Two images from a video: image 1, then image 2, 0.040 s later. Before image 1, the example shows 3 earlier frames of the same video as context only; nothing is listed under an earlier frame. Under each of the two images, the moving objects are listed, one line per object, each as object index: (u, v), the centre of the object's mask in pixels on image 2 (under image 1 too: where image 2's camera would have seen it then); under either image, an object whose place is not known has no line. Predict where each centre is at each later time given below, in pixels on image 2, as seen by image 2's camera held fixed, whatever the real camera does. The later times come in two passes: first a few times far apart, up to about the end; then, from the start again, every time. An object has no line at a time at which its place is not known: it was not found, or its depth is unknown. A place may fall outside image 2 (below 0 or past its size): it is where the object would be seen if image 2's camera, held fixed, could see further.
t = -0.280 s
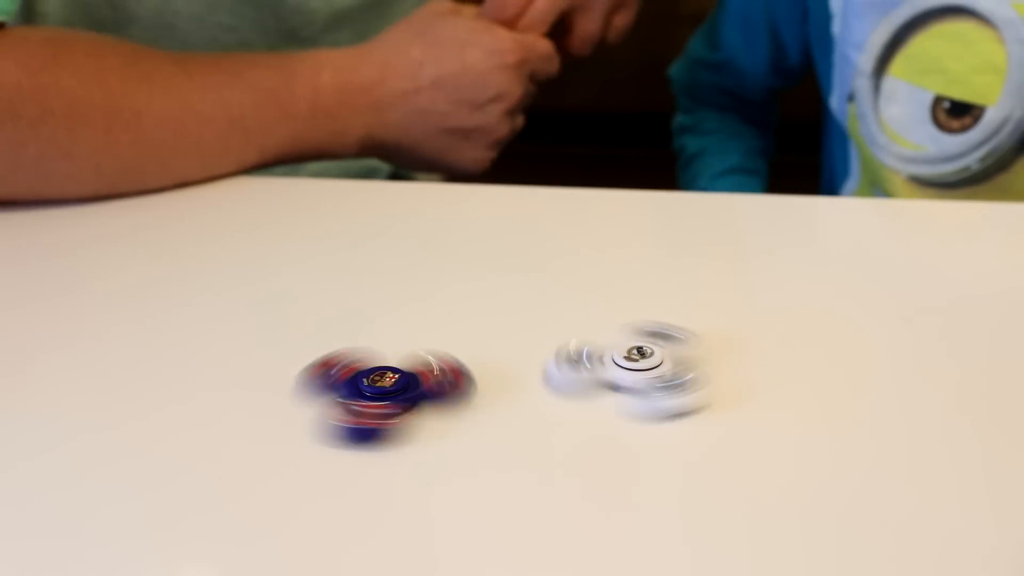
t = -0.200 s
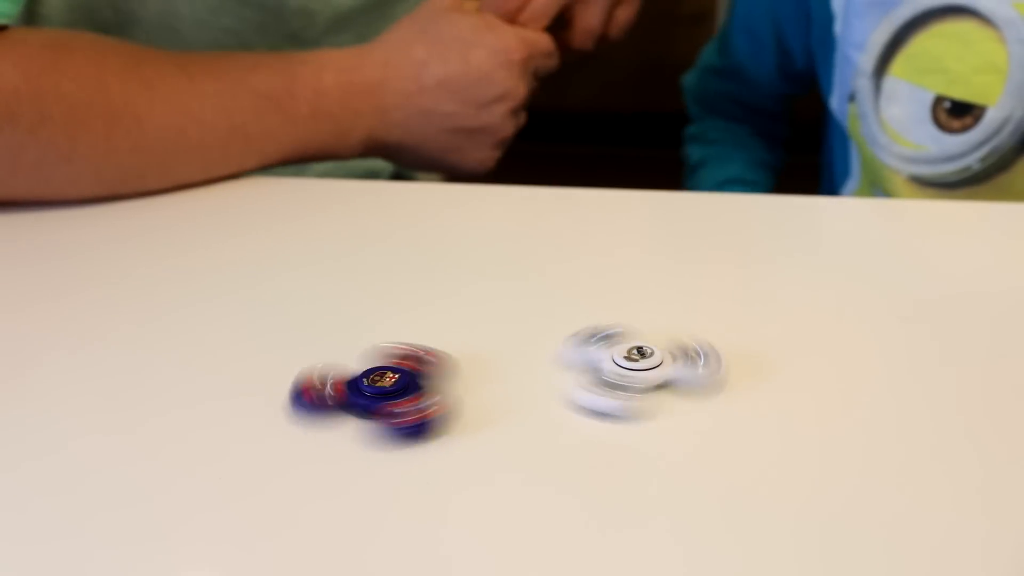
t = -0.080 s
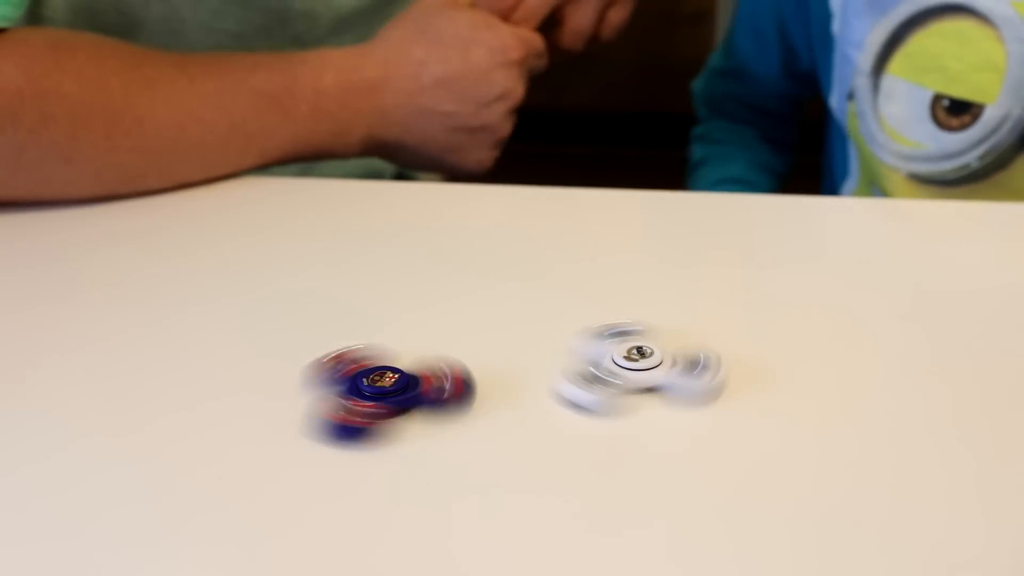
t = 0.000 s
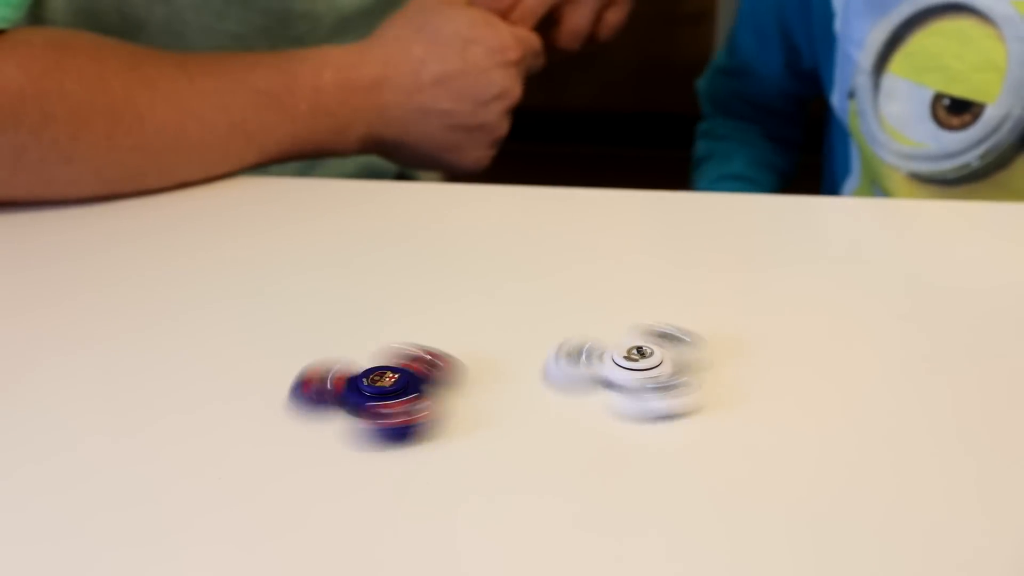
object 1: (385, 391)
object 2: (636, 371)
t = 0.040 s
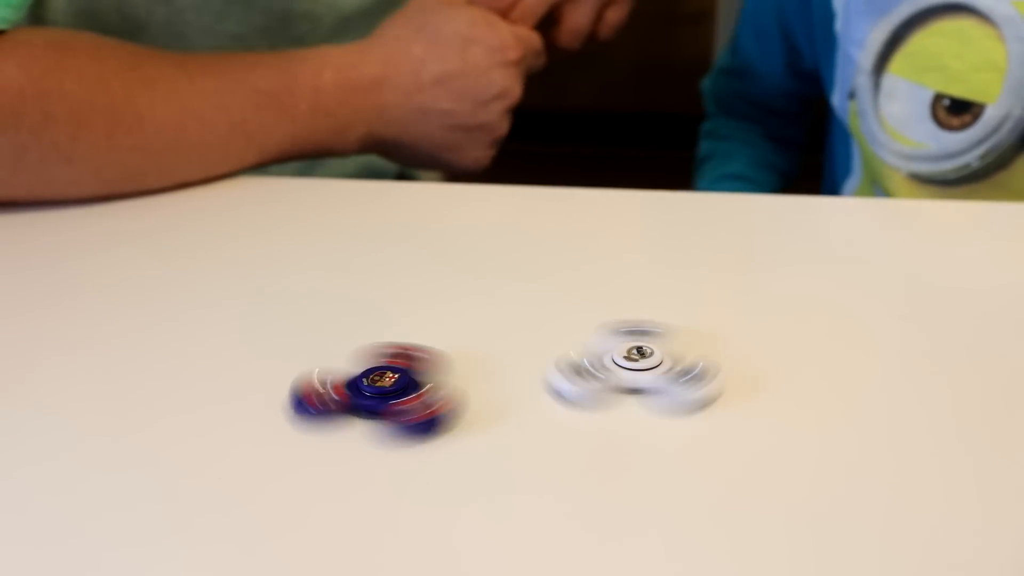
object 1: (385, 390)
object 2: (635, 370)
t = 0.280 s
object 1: (385, 389)
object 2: (636, 371)
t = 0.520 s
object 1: (383, 389)
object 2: (634, 369)
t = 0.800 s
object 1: (381, 390)
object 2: (633, 370)
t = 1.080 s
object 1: (384, 389)
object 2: (633, 370)
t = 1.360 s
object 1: (381, 389)
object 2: (636, 370)
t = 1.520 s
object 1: (384, 389)
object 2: (637, 370)
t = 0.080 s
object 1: (382, 389)
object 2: (632, 369)
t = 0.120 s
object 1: (379, 389)
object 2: (634, 370)
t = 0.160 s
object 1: (380, 390)
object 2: (635, 370)
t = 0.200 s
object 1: (383, 390)
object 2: (636, 370)
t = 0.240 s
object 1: (386, 390)
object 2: (633, 369)
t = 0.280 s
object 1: (385, 389)
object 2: (636, 371)
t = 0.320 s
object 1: (383, 389)
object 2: (638, 370)
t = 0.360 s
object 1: (380, 391)
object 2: (634, 369)
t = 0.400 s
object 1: (385, 390)
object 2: (635, 370)
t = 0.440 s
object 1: (386, 390)
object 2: (637, 370)
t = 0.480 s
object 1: (385, 389)
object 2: (636, 369)
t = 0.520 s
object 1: (383, 389)
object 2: (634, 369)
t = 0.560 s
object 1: (380, 390)
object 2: (636, 370)
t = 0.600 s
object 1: (382, 390)
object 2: (634, 371)
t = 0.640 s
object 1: (384, 389)
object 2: (631, 369)
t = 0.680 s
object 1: (384, 389)
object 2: (633, 370)
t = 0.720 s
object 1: (382, 387)
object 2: (634, 369)
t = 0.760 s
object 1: (380, 388)
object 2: (632, 368)
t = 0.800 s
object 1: (381, 390)
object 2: (633, 370)
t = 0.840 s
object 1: (384, 389)
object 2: (634, 370)
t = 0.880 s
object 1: (385, 389)
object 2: (633, 369)
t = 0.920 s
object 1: (382, 388)
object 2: (631, 369)
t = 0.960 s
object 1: (379, 389)
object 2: (634, 370)
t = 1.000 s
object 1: (380, 389)
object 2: (633, 370)
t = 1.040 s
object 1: (383, 390)
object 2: (630, 369)
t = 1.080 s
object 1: (384, 389)
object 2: (633, 370)
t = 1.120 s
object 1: (381, 388)
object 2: (633, 370)
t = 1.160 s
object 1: (378, 388)
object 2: (629, 369)
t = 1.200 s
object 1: (377, 389)
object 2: (631, 370)
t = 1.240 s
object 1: (382, 389)
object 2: (633, 369)
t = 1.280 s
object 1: (384, 389)
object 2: (632, 368)
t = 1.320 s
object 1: (384, 388)
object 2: (634, 370)
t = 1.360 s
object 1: (381, 389)
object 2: (636, 370)
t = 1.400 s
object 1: (381, 391)
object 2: (636, 369)
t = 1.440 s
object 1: (385, 390)
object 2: (634, 370)
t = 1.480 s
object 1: (386, 390)
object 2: (638, 371)
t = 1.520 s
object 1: (384, 389)
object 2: (637, 370)
